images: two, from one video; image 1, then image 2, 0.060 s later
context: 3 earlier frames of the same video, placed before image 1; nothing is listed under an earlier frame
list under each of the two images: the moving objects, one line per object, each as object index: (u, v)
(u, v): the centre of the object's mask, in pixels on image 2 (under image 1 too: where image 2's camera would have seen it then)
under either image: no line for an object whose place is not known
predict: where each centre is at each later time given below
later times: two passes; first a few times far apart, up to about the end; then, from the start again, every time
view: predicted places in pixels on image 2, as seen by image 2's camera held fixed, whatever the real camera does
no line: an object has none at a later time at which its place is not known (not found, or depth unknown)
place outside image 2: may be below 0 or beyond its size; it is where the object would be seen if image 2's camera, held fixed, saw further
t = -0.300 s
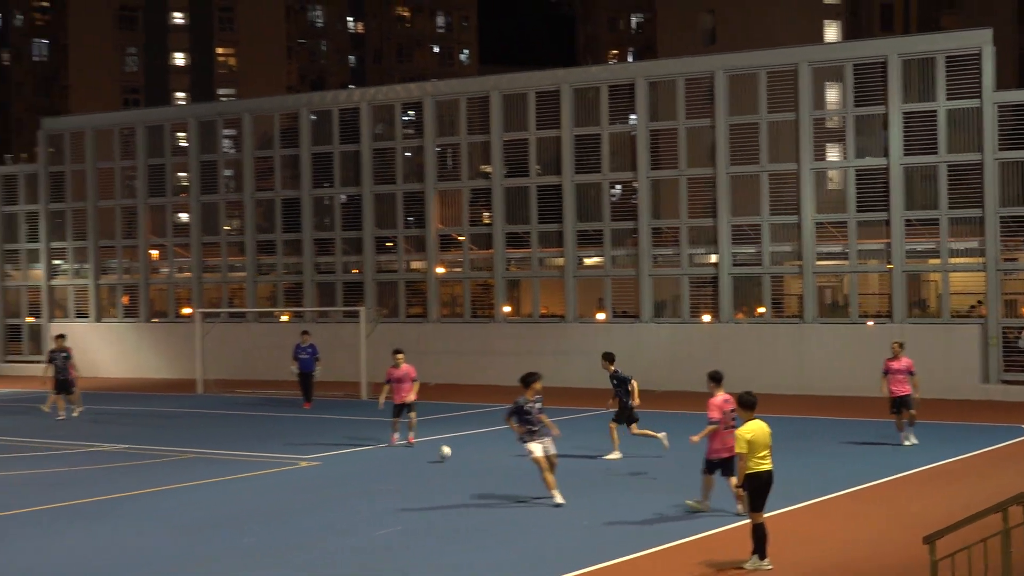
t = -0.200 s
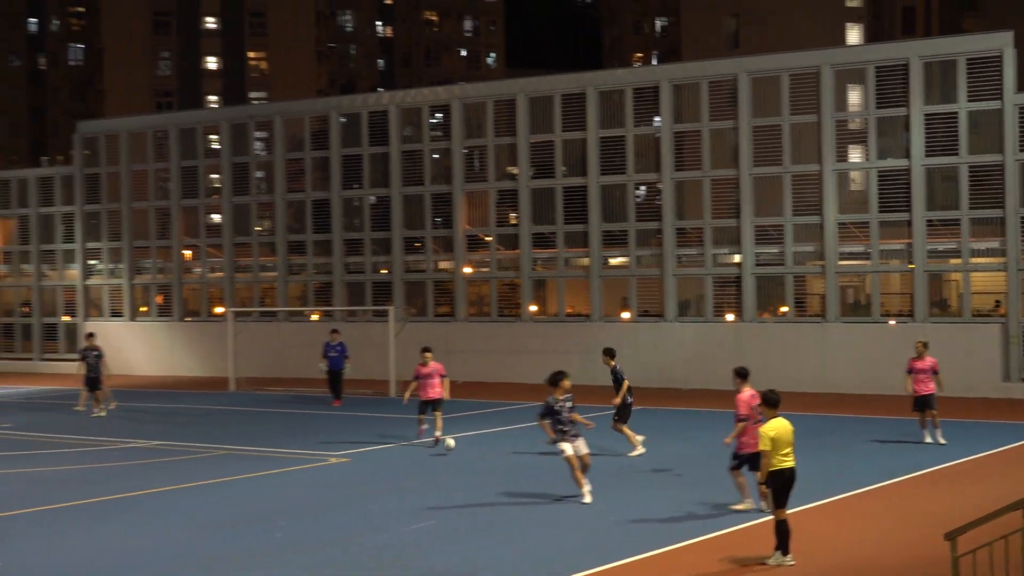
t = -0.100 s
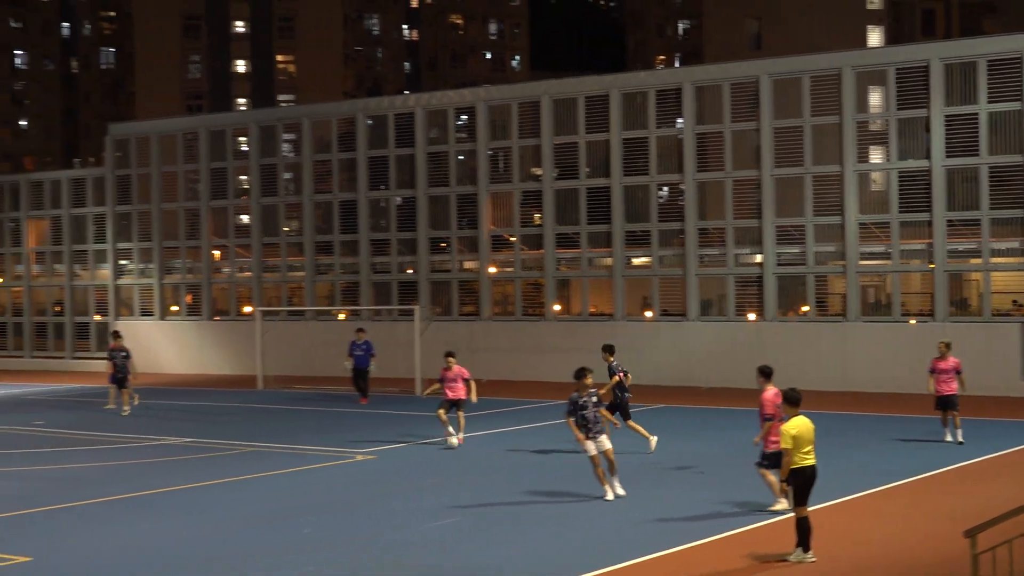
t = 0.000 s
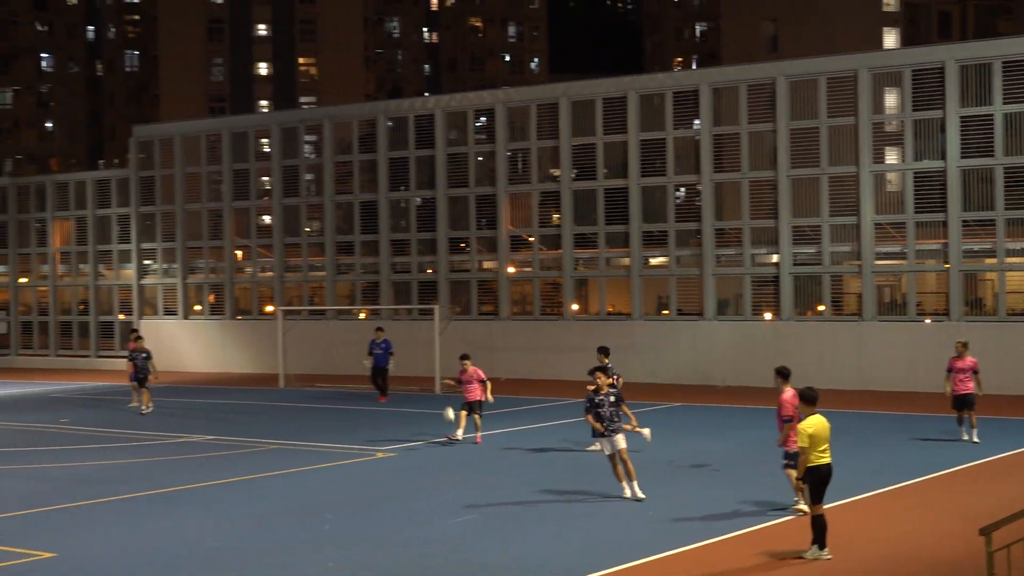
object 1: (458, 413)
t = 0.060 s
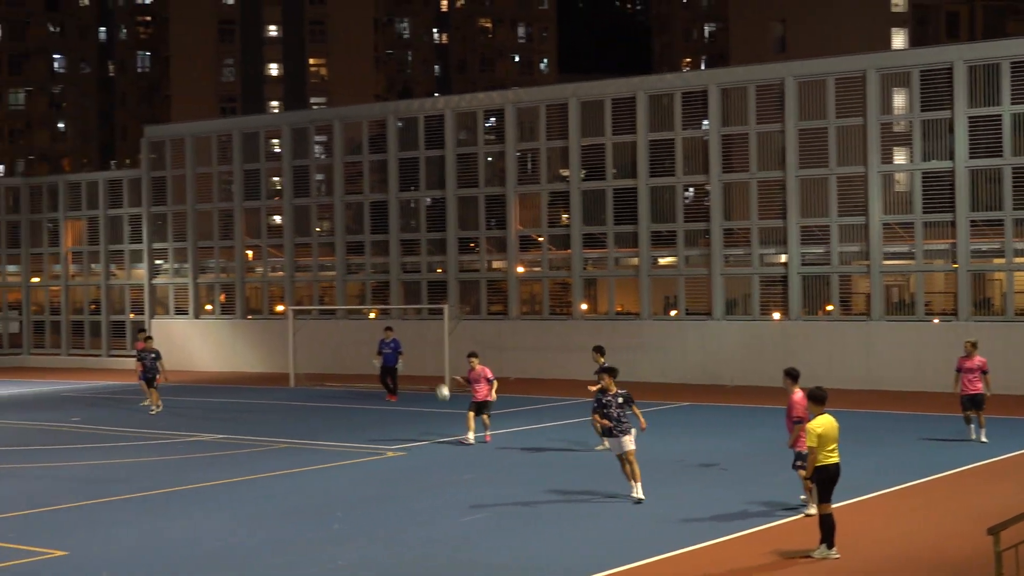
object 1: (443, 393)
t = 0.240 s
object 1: (392, 331)
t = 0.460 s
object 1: (315, 271)
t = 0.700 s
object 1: (207, 227)
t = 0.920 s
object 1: (74, 218)
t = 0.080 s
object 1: (437, 385)
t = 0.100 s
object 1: (432, 379)
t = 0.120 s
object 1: (426, 372)
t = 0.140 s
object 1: (422, 364)
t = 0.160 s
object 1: (415, 358)
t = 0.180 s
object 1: (409, 351)
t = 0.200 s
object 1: (404, 345)
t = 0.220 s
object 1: (398, 338)
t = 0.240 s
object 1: (392, 331)
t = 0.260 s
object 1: (385, 325)
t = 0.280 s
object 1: (380, 319)
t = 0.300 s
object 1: (372, 313)
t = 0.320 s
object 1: (365, 308)
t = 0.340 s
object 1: (359, 302)
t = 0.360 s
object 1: (352, 296)
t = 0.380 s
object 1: (345, 291)
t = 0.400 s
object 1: (338, 285)
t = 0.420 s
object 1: (330, 281)
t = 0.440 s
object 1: (323, 275)
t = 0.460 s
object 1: (315, 271)
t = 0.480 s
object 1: (307, 266)
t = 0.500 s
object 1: (299, 262)
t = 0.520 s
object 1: (291, 257)
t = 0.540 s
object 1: (283, 252)
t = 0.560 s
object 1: (274, 249)
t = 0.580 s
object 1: (265, 245)
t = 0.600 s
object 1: (256, 242)
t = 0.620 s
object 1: (247, 239)
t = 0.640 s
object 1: (237, 234)
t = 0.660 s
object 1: (227, 232)
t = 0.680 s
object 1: (217, 230)
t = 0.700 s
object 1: (207, 227)
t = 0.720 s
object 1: (196, 225)
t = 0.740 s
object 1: (185, 222)
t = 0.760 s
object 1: (174, 222)
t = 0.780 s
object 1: (162, 220)
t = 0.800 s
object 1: (151, 218)
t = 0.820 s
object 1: (139, 216)
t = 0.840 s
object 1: (128, 215)
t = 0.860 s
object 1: (115, 217)
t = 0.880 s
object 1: (102, 217)
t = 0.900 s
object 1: (87, 218)
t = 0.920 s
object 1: (74, 218)
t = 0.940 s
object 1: (60, 220)
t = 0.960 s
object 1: (46, 222)
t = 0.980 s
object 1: (31, 224)
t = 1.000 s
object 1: (17, 227)
